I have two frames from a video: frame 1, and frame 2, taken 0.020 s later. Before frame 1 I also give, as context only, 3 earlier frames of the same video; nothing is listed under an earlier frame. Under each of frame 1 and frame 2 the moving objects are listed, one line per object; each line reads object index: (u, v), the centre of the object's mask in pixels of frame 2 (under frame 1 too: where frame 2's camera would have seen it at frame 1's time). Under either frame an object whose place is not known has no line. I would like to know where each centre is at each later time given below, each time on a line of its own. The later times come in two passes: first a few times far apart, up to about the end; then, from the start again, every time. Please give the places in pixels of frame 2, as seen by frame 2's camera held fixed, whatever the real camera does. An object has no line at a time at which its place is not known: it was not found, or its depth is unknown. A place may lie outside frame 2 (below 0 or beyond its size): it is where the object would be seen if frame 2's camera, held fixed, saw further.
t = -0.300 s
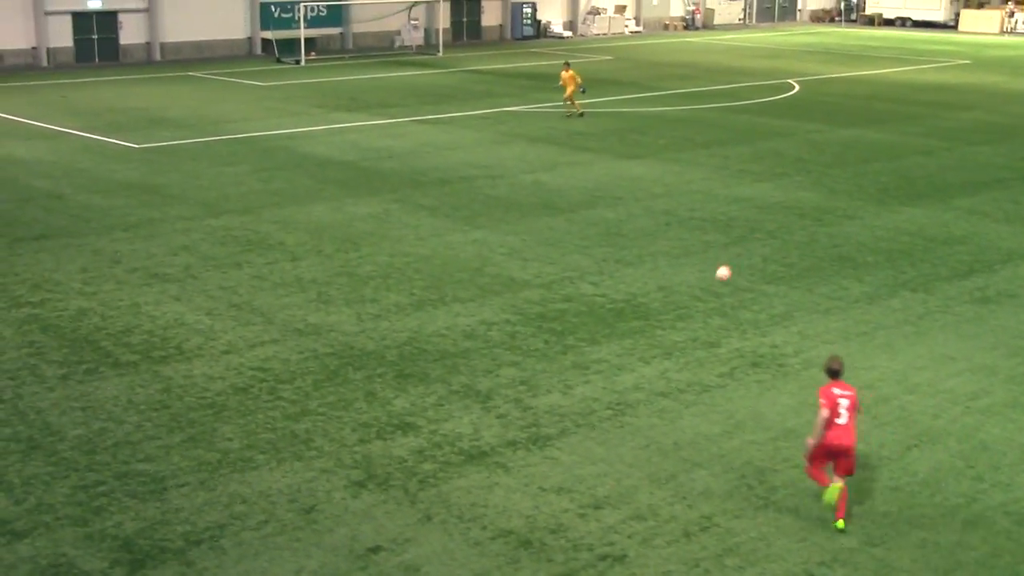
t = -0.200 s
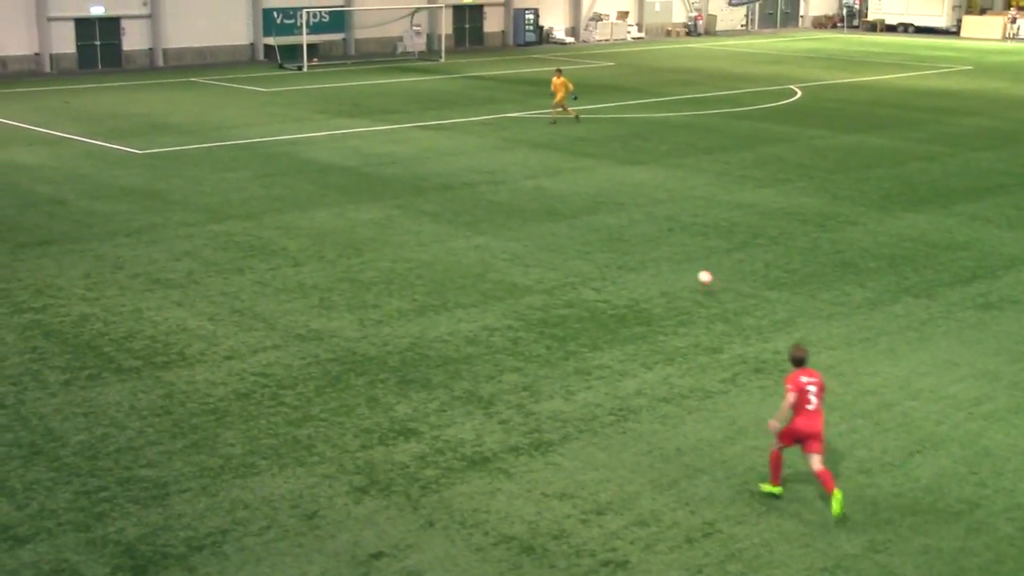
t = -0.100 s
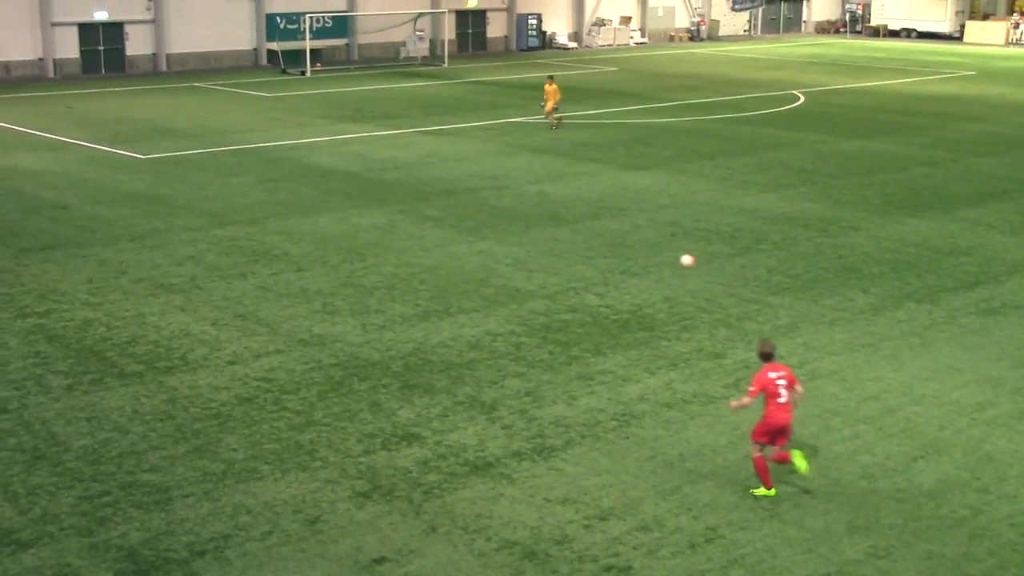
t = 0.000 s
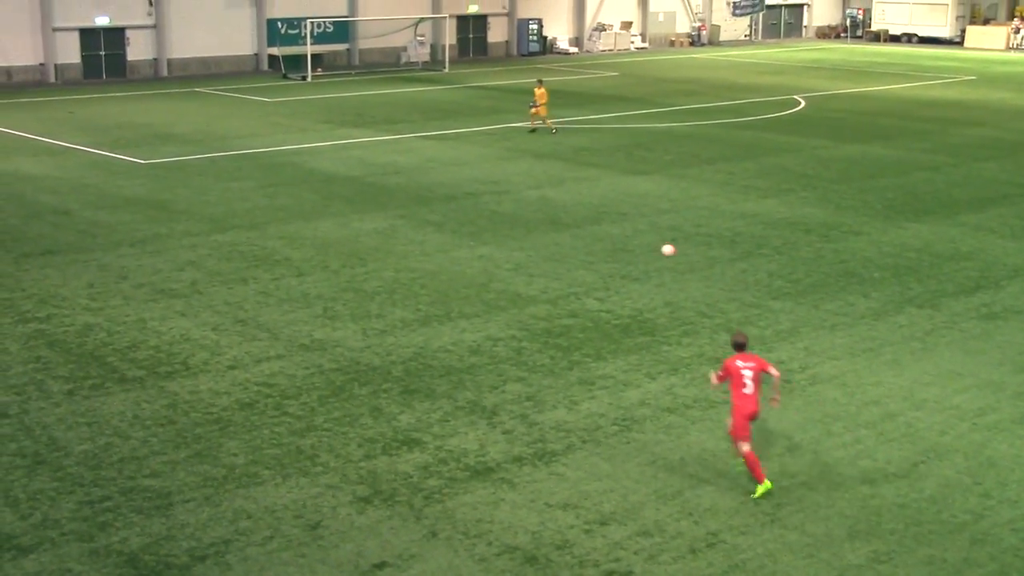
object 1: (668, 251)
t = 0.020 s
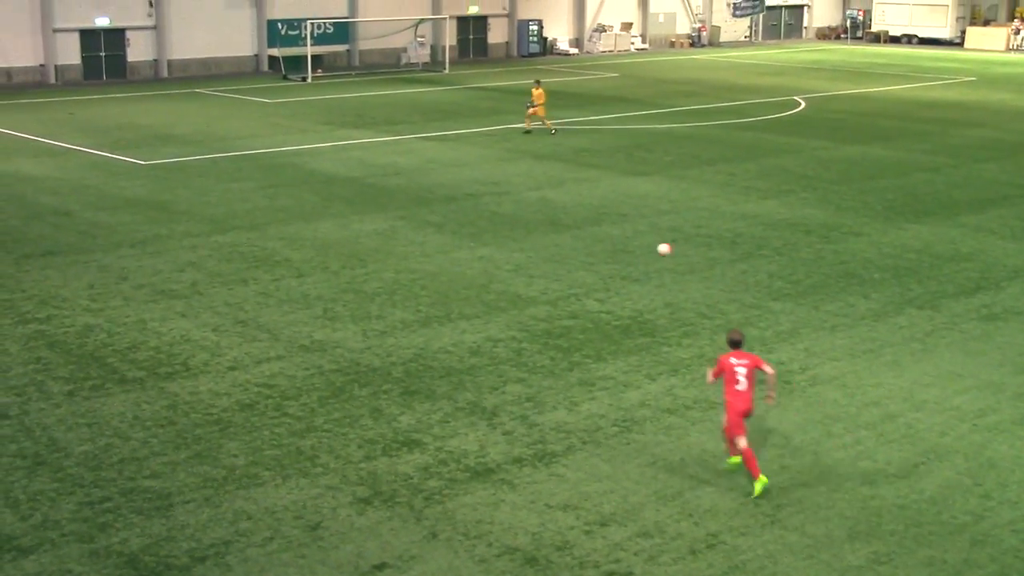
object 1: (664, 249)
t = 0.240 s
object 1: (624, 241)
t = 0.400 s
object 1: (597, 253)
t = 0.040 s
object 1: (660, 247)
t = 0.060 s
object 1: (656, 246)
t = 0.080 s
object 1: (653, 244)
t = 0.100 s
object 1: (649, 243)
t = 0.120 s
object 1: (645, 242)
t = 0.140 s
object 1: (641, 241)
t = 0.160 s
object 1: (638, 241)
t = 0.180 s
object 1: (634, 241)
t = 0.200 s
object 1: (631, 240)
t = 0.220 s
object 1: (628, 241)
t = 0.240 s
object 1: (624, 241)
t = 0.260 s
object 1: (620, 242)
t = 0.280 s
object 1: (617, 243)
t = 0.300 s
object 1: (613, 244)
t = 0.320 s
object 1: (609, 245)
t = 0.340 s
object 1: (606, 247)
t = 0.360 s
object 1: (603, 249)
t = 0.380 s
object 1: (600, 250)
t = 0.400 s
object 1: (597, 253)
